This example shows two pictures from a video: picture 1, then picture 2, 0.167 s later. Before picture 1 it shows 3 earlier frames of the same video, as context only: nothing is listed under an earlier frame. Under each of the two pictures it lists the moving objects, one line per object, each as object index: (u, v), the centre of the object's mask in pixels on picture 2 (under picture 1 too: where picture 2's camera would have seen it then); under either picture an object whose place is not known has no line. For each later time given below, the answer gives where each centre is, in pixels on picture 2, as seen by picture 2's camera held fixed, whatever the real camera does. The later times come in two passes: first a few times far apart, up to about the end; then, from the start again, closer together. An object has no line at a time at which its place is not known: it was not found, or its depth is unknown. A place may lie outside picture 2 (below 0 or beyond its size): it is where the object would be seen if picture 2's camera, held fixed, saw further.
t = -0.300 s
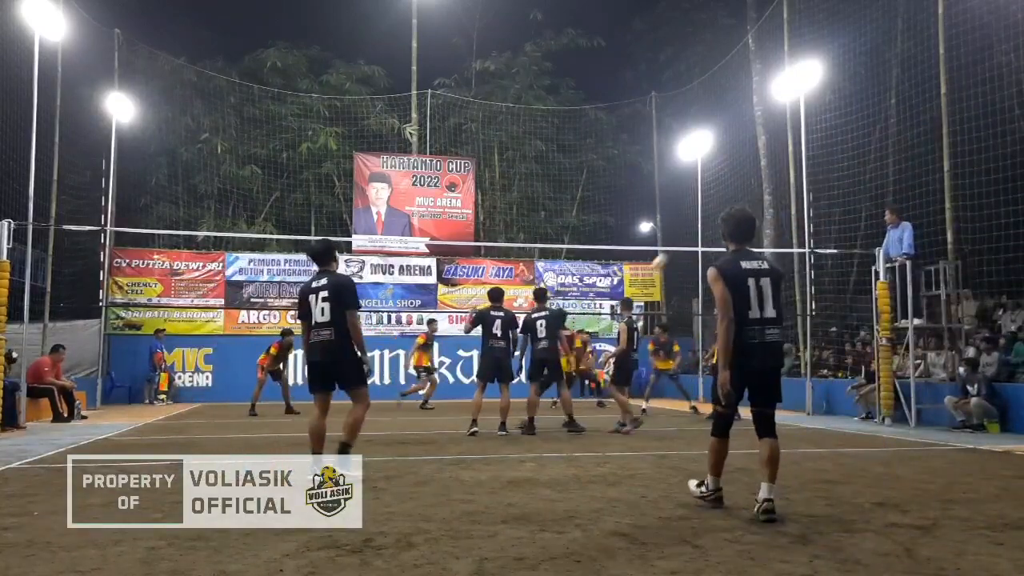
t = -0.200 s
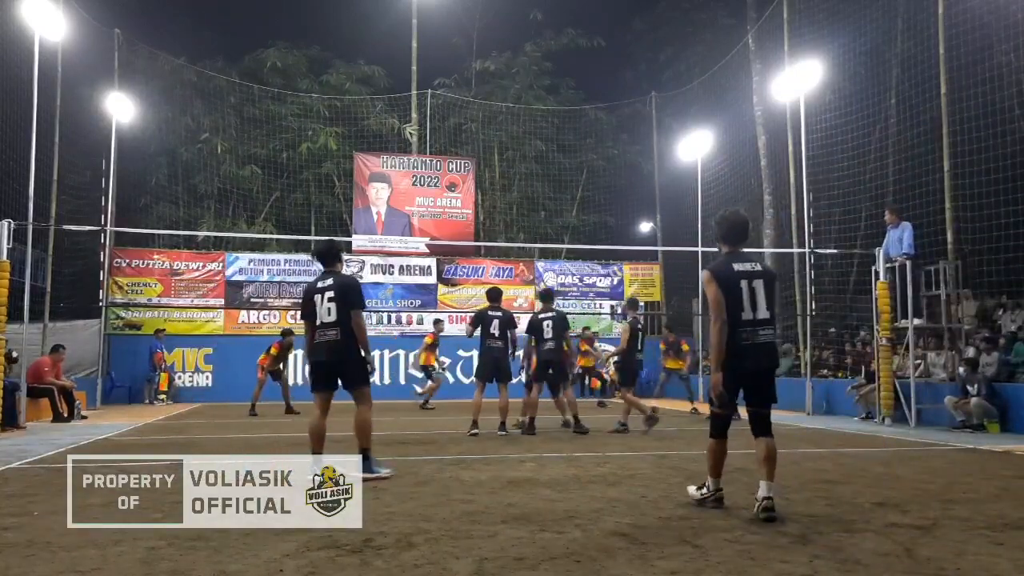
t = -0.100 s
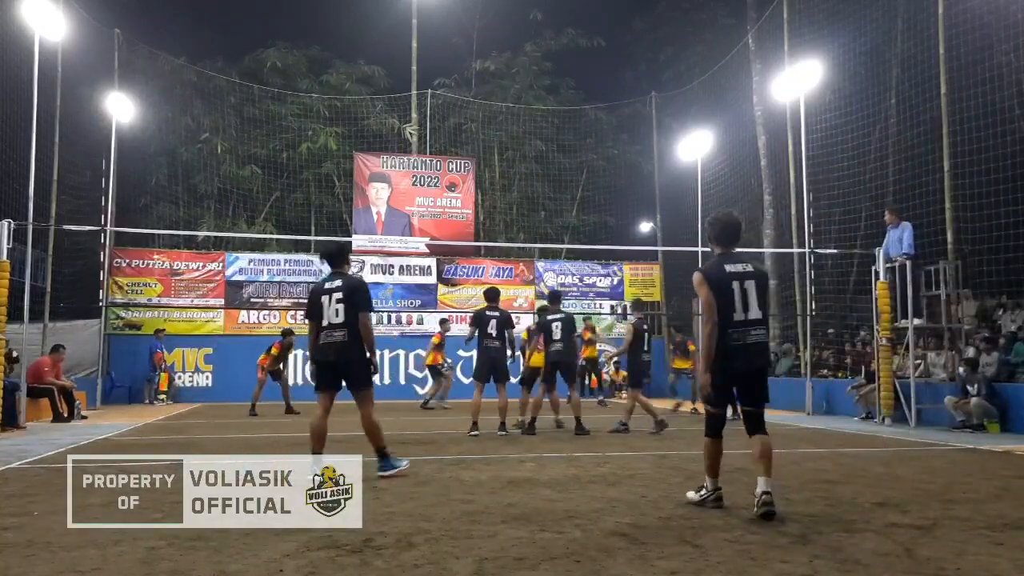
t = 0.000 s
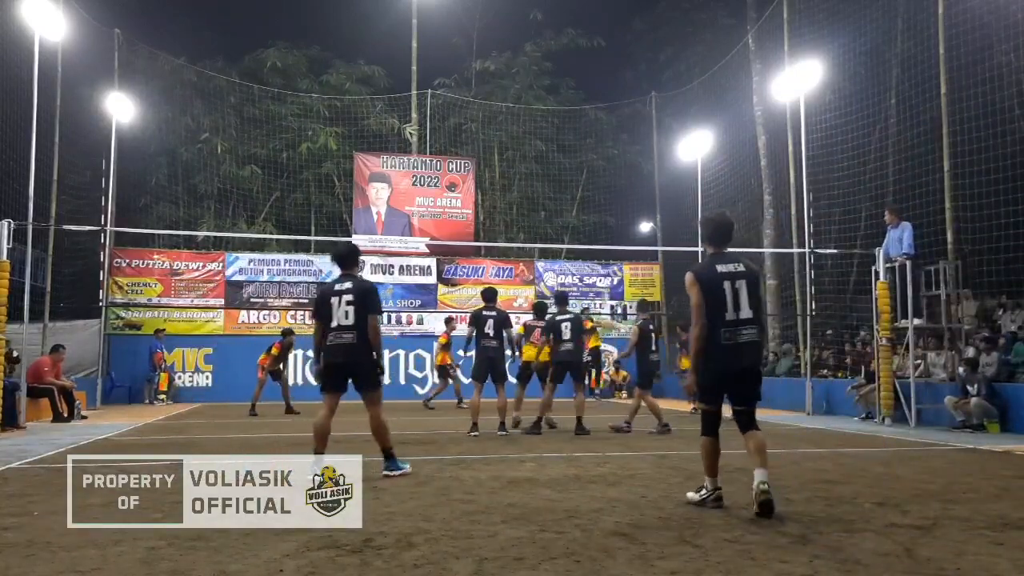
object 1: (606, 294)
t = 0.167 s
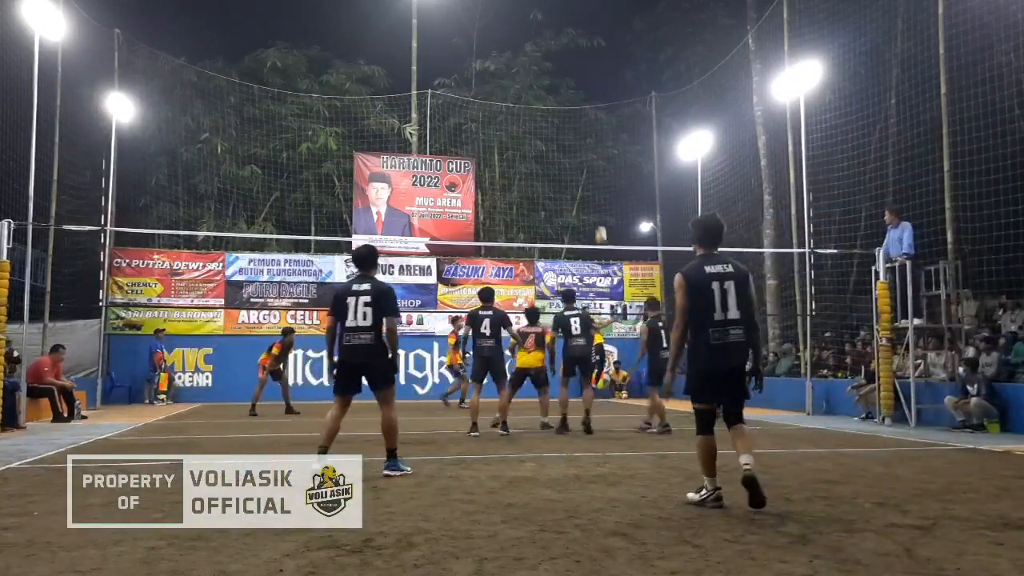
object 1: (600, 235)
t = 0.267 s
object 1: (598, 201)
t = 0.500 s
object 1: (592, 140)
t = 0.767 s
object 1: (584, 102)
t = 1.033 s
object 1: (573, 102)
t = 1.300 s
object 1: (561, 149)
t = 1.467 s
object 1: (554, 205)
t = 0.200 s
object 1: (600, 223)
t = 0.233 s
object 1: (599, 212)
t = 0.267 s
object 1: (598, 201)
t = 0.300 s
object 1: (597, 191)
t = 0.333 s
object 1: (597, 182)
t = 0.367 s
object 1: (596, 173)
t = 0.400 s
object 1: (595, 164)
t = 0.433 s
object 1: (594, 156)
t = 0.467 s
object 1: (593, 148)
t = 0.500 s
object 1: (592, 140)
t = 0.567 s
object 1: (590, 128)
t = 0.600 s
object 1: (589, 122)
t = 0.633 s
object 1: (588, 118)
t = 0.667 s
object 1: (587, 113)
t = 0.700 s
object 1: (586, 109)
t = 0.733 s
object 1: (585, 105)
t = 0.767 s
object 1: (584, 102)
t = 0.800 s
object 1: (582, 100)
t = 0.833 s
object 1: (581, 99)
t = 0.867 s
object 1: (580, 98)
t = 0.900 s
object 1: (579, 98)
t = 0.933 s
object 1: (577, 98)
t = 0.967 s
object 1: (576, 99)
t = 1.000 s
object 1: (575, 100)
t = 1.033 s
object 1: (573, 102)
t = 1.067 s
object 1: (572, 105)
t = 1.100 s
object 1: (571, 109)
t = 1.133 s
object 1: (569, 114)
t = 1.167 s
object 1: (568, 119)
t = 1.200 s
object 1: (566, 125)
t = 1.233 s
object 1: (564, 132)
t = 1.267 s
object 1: (563, 140)
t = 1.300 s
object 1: (561, 149)
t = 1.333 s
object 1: (560, 157)
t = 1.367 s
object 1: (558, 169)
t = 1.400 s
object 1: (557, 179)
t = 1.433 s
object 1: (555, 192)
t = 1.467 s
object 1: (554, 205)
